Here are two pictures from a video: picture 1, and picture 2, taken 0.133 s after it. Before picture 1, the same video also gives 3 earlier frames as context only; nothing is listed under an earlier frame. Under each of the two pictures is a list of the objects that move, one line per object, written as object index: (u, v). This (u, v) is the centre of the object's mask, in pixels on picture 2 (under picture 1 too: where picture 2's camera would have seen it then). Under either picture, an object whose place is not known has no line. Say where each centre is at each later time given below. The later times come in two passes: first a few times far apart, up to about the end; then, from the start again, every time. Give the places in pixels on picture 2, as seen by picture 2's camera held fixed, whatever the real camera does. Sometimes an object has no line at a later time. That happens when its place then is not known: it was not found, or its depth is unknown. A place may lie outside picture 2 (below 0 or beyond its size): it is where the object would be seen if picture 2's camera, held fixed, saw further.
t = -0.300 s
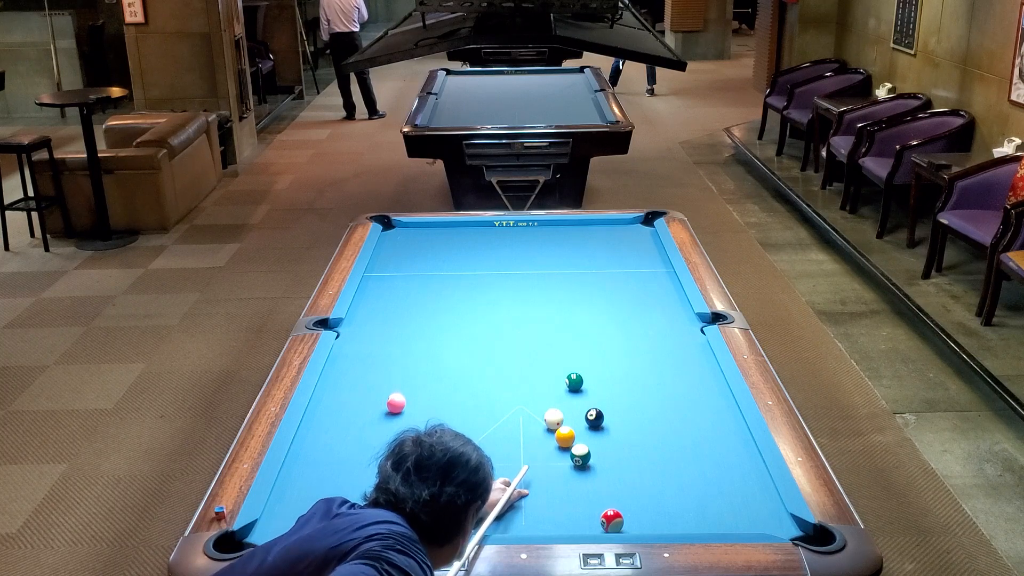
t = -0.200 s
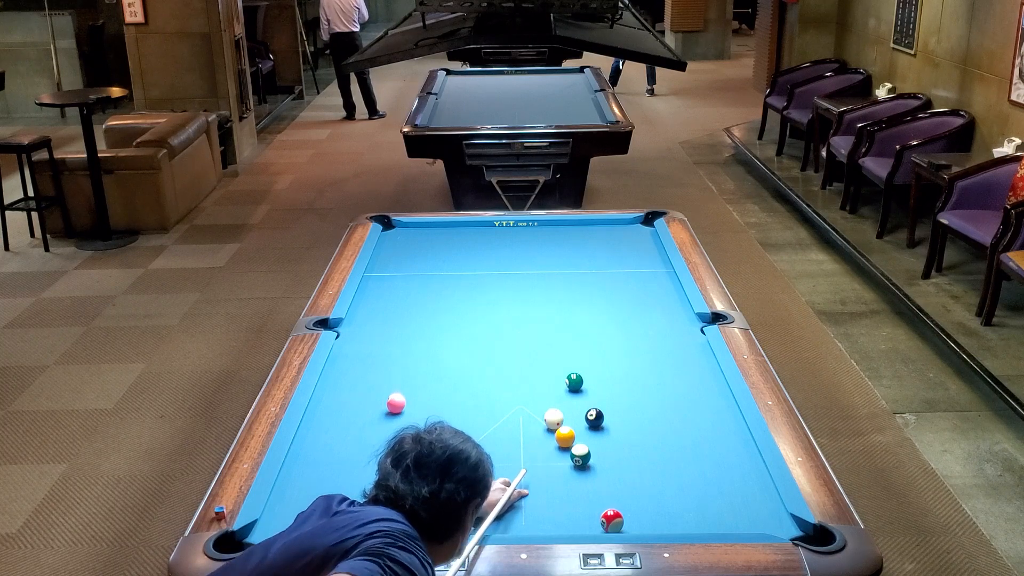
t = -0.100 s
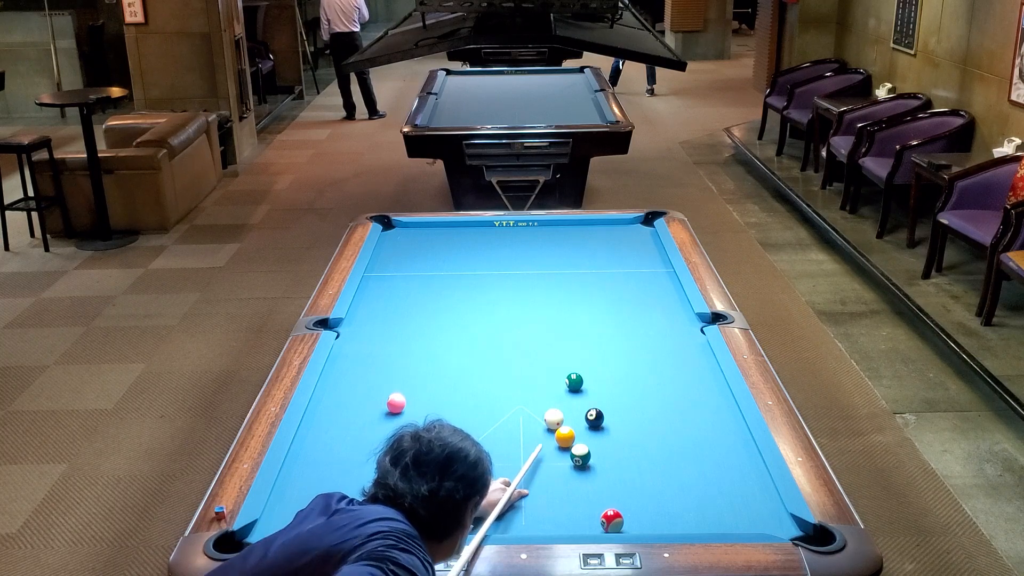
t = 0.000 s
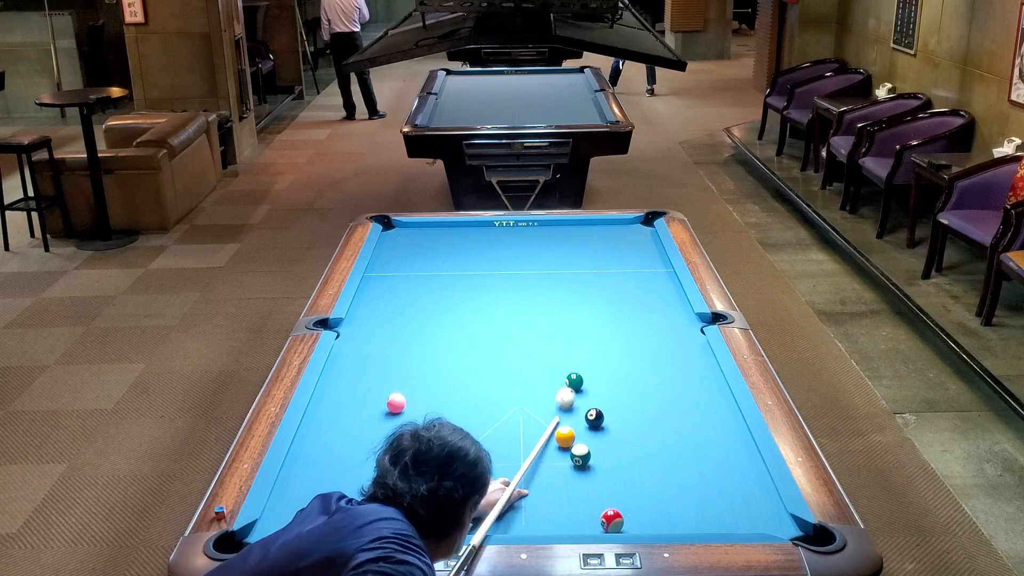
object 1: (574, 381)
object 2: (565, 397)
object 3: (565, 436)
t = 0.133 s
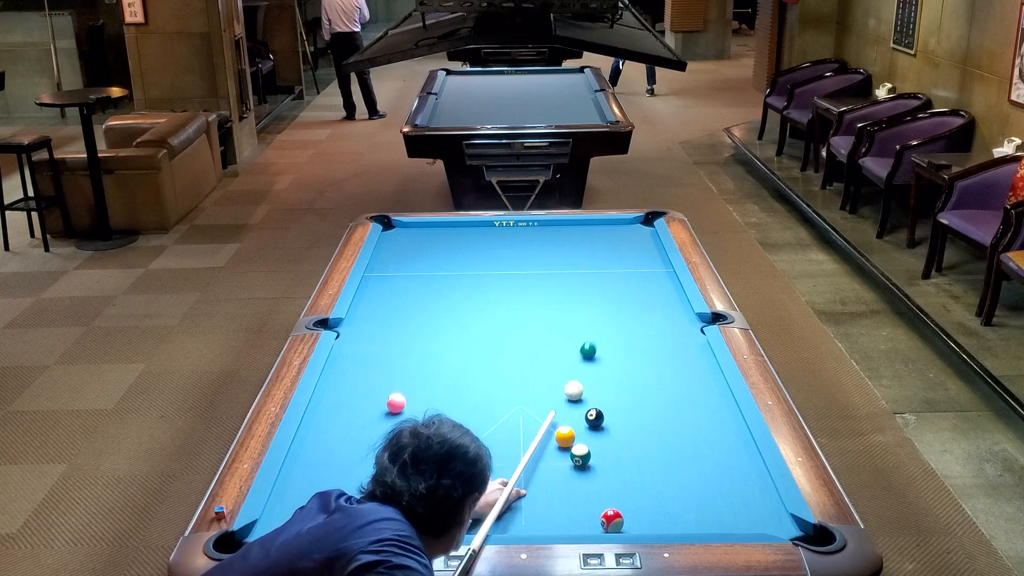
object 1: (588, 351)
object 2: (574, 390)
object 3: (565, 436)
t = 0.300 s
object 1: (604, 314)
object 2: (574, 399)
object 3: (565, 436)
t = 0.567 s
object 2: (571, 416)
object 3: (565, 436)
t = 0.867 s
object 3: (562, 444)
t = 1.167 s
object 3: (558, 456)
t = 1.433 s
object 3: (554, 467)
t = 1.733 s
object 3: (551, 478)
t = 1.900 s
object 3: (549, 484)
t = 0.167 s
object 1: (592, 342)
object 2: (574, 391)
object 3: (565, 436)
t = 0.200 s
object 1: (595, 334)
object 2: (574, 392)
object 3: (565, 436)
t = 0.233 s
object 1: (598, 327)
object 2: (574, 394)
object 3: (565, 436)
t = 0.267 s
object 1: (601, 320)
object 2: (574, 396)
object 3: (565, 436)
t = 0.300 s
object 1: (604, 314)
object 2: (574, 399)
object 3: (565, 436)
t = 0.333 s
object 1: (607, 308)
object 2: (573, 401)
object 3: (565, 436)
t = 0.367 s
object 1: (609, 302)
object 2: (573, 403)
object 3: (565, 436)
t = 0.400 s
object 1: (612, 297)
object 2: (572, 405)
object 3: (565, 436)
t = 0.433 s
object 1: (614, 291)
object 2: (572, 407)
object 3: (565, 436)
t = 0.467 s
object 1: (617, 287)
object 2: (572, 409)
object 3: (565, 436)
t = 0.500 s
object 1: (619, 282)
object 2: (571, 412)
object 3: (565, 436)
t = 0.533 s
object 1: (621, 277)
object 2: (571, 414)
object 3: (565, 436)
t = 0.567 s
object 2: (571, 416)
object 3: (565, 436)
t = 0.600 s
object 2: (570, 418)
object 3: (565, 436)
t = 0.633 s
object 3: (565, 436)
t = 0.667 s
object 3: (565, 436)
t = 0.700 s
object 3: (565, 436)
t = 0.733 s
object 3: (565, 437)
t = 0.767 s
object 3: (564, 439)
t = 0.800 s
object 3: (563, 441)
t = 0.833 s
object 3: (563, 442)
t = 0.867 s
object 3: (562, 444)
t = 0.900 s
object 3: (562, 445)
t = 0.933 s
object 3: (561, 447)
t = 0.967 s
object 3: (561, 448)
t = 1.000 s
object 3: (560, 449)
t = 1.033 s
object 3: (560, 451)
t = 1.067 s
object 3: (559, 452)
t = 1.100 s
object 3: (559, 454)
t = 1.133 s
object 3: (558, 455)
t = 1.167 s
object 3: (558, 456)
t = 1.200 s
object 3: (557, 457)
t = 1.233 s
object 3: (557, 459)
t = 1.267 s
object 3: (556, 460)
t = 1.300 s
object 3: (556, 462)
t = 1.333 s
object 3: (556, 463)
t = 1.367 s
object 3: (555, 464)
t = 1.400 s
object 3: (555, 466)
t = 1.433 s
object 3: (554, 467)
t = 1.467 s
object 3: (554, 468)
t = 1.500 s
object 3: (553, 469)
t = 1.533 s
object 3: (553, 471)
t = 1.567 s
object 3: (553, 472)
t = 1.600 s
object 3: (552, 473)
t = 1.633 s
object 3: (552, 474)
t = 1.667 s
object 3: (551, 476)
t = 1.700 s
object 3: (551, 477)
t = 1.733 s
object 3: (551, 478)
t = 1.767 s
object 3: (550, 479)
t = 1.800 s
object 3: (550, 481)
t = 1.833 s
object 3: (549, 482)
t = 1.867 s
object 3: (549, 483)
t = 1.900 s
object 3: (549, 484)
